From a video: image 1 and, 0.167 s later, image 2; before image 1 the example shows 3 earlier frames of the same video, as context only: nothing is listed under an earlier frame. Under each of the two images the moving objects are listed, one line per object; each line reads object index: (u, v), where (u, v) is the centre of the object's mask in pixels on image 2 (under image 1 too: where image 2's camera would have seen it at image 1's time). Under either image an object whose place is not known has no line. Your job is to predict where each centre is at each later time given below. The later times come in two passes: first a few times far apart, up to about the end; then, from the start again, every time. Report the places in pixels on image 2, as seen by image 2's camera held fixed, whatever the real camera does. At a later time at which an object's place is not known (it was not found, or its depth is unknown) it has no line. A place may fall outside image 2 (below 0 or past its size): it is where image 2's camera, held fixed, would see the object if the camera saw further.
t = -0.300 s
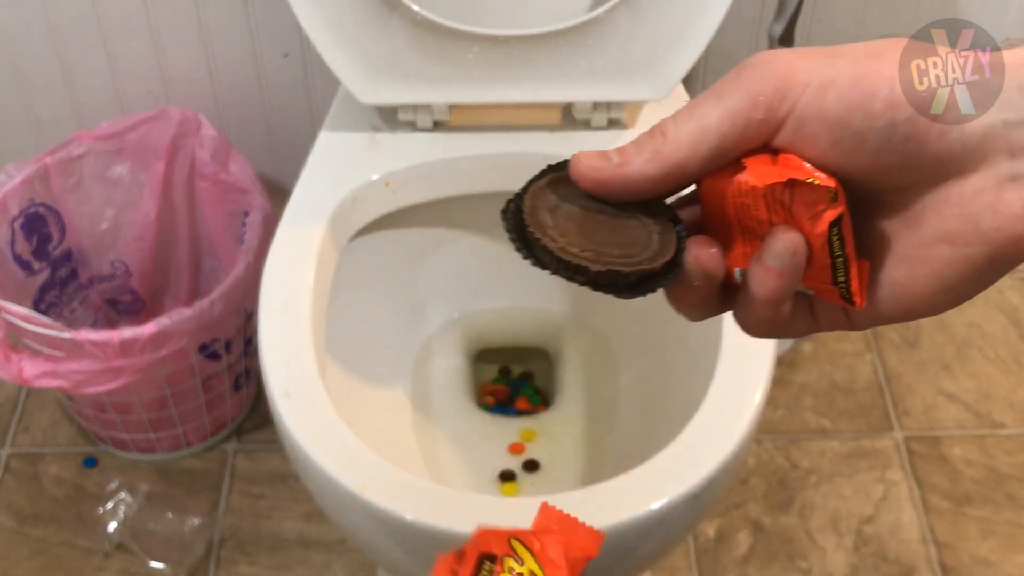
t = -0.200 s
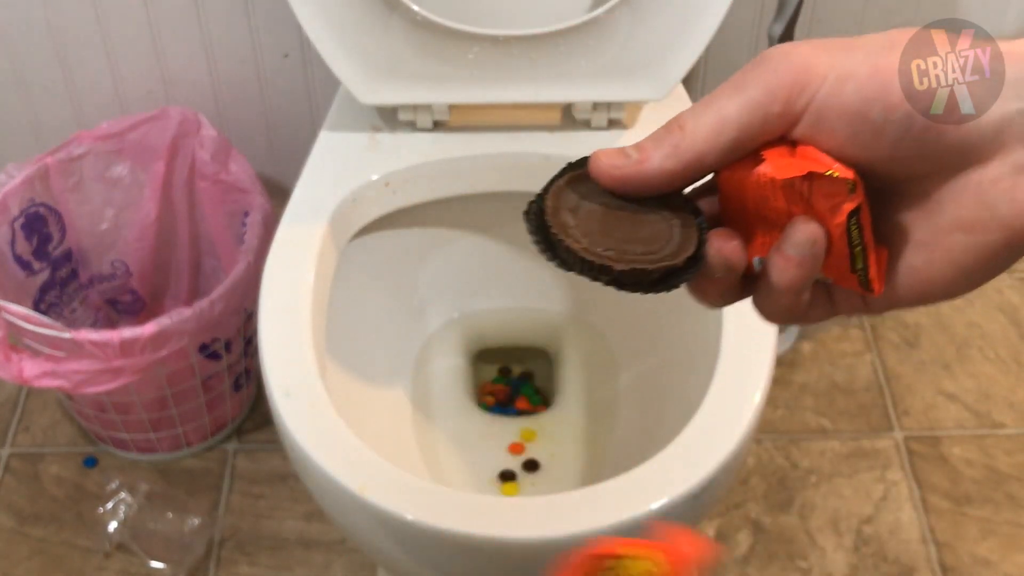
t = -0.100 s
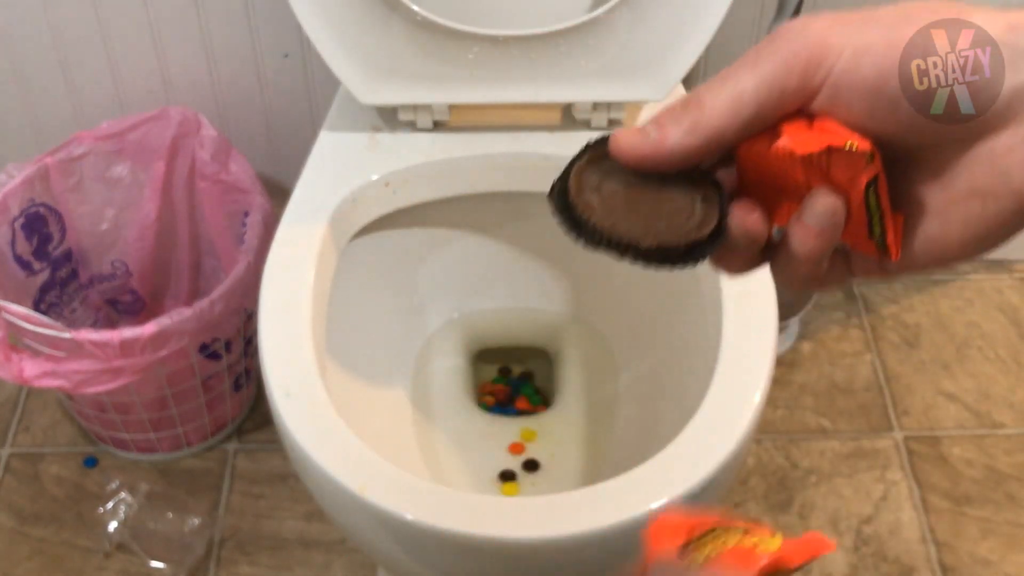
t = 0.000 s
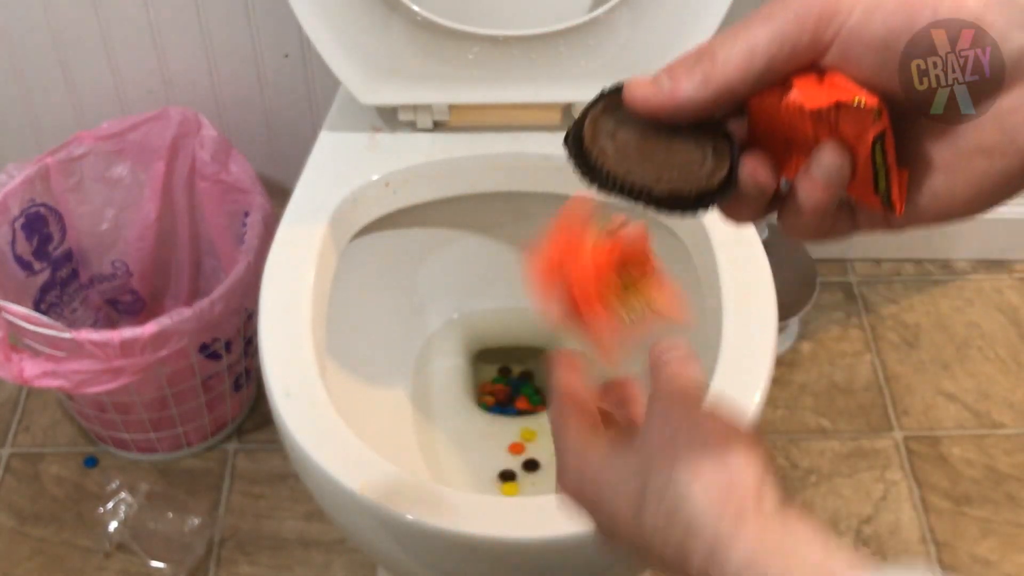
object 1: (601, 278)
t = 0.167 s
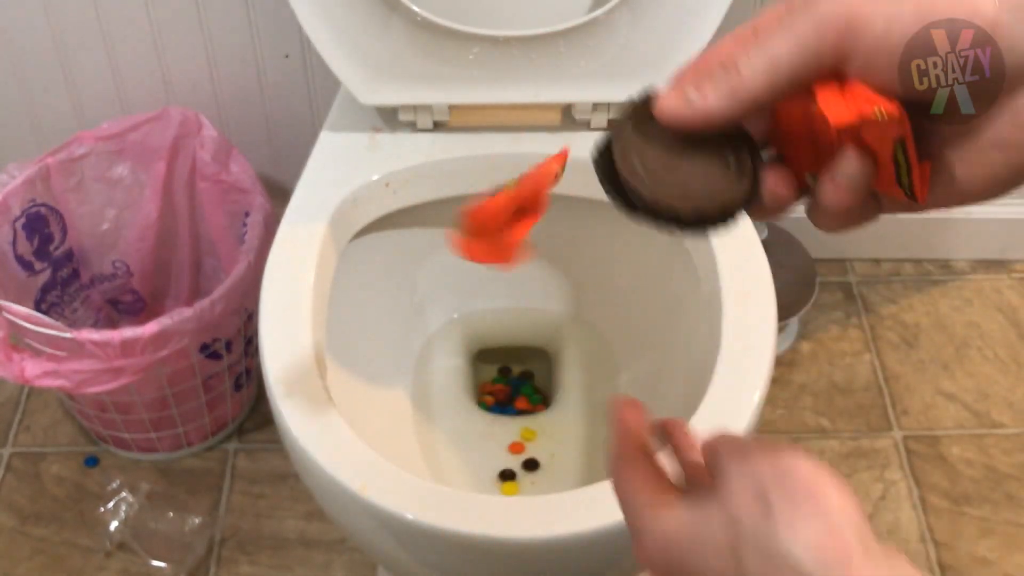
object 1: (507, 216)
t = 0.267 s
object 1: (472, 241)
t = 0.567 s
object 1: (455, 359)
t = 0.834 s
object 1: (472, 356)
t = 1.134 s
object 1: (483, 352)
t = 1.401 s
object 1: (493, 352)
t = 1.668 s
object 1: (500, 353)
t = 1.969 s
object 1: (498, 353)
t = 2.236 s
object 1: (505, 353)
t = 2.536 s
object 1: (507, 353)
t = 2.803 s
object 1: (509, 353)
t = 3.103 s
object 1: (510, 353)
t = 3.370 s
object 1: (512, 354)
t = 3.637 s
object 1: (503, 350)
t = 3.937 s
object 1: (501, 346)
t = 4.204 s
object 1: (503, 343)
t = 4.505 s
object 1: (489, 345)
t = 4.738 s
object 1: (493, 348)
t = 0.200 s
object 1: (491, 211)
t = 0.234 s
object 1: (480, 218)
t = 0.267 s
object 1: (472, 241)
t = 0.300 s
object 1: (457, 272)
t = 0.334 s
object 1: (434, 296)
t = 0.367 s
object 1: (424, 310)
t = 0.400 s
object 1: (422, 318)
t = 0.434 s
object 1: (420, 323)
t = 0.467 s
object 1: (417, 329)
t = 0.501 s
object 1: (433, 343)
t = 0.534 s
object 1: (446, 356)
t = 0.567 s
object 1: (455, 359)
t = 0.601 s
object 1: (460, 361)
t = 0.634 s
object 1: (463, 360)
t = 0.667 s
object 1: (465, 360)
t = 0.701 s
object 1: (466, 359)
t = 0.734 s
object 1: (467, 358)
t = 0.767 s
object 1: (468, 357)
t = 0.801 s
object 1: (470, 356)
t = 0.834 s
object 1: (472, 356)
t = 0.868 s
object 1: (473, 355)
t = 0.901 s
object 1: (475, 355)
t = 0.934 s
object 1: (476, 354)
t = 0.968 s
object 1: (478, 354)
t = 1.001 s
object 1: (479, 353)
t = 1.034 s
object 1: (480, 353)
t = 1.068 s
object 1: (481, 352)
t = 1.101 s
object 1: (482, 352)
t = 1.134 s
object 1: (483, 352)
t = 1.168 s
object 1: (483, 352)
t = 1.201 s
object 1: (482, 351)
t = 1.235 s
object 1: (482, 351)
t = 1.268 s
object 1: (482, 351)
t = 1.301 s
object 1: (482, 351)
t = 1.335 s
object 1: (486, 351)
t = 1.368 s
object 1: (489, 351)
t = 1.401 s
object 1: (493, 352)
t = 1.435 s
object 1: (497, 353)
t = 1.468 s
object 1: (497, 353)
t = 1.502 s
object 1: (497, 353)
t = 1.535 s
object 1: (498, 354)
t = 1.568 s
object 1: (499, 354)
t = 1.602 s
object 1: (499, 353)
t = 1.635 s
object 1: (500, 353)
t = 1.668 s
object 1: (500, 353)
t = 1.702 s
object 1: (500, 353)
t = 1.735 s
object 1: (501, 353)
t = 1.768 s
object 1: (501, 353)
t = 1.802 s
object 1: (501, 353)
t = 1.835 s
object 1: (502, 353)
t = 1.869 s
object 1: (502, 353)
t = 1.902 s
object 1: (502, 353)
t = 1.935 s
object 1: (502, 354)
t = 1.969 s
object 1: (498, 353)
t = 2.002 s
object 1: (501, 352)
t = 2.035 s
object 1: (503, 353)
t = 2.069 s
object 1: (503, 353)
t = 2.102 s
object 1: (504, 353)
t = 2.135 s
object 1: (504, 353)
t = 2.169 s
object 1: (504, 353)
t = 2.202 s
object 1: (505, 353)
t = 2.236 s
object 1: (505, 353)
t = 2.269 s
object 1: (505, 353)
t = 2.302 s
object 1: (506, 353)
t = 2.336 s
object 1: (506, 353)
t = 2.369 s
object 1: (506, 353)
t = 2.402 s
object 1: (506, 353)
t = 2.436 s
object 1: (506, 353)
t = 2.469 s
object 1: (506, 353)
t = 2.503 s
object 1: (507, 353)
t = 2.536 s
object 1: (507, 353)
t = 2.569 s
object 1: (507, 353)
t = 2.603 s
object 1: (507, 353)
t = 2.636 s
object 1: (507, 353)
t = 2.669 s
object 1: (507, 353)
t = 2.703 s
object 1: (508, 353)
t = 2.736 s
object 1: (508, 353)
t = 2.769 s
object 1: (508, 353)
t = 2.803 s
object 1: (509, 353)
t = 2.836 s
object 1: (509, 353)
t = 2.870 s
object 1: (509, 353)
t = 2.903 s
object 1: (510, 353)
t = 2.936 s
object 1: (510, 353)
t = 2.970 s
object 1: (510, 353)
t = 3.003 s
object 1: (510, 353)
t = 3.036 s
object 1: (510, 353)
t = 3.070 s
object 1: (510, 354)
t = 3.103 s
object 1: (510, 353)
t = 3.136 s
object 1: (511, 354)
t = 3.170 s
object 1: (511, 354)
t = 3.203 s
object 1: (511, 354)
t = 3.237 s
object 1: (511, 354)
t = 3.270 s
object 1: (511, 354)
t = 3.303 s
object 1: (511, 354)
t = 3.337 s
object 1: (512, 354)
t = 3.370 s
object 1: (512, 354)
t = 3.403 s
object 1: (512, 354)
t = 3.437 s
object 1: (512, 353)
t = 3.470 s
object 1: (511, 353)
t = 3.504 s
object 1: (509, 352)
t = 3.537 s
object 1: (508, 352)
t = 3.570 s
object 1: (507, 352)
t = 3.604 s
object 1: (506, 351)
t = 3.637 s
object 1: (503, 350)
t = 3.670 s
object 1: (501, 349)
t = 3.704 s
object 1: (499, 348)
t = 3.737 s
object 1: (499, 347)
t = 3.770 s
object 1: (497, 346)
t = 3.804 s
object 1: (494, 344)
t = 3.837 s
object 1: (494, 343)
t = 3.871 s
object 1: (494, 342)
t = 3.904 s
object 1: (499, 345)
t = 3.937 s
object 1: (501, 346)
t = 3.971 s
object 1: (504, 346)
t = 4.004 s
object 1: (504, 345)
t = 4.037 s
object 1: (504, 344)
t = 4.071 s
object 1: (504, 344)
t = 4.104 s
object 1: (504, 344)
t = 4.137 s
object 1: (504, 344)
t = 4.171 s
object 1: (503, 343)
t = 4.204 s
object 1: (503, 343)
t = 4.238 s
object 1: (502, 342)
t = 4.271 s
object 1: (501, 343)
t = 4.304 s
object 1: (501, 343)
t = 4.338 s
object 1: (501, 343)
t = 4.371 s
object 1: (499, 343)
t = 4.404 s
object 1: (496, 343)
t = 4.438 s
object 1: (491, 343)
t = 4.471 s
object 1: (489, 344)
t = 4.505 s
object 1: (489, 345)
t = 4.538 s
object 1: (489, 346)
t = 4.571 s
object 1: (489, 347)
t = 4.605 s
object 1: (490, 347)
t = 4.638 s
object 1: (491, 347)
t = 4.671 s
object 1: (491, 348)
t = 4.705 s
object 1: (492, 348)
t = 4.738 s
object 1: (493, 348)
